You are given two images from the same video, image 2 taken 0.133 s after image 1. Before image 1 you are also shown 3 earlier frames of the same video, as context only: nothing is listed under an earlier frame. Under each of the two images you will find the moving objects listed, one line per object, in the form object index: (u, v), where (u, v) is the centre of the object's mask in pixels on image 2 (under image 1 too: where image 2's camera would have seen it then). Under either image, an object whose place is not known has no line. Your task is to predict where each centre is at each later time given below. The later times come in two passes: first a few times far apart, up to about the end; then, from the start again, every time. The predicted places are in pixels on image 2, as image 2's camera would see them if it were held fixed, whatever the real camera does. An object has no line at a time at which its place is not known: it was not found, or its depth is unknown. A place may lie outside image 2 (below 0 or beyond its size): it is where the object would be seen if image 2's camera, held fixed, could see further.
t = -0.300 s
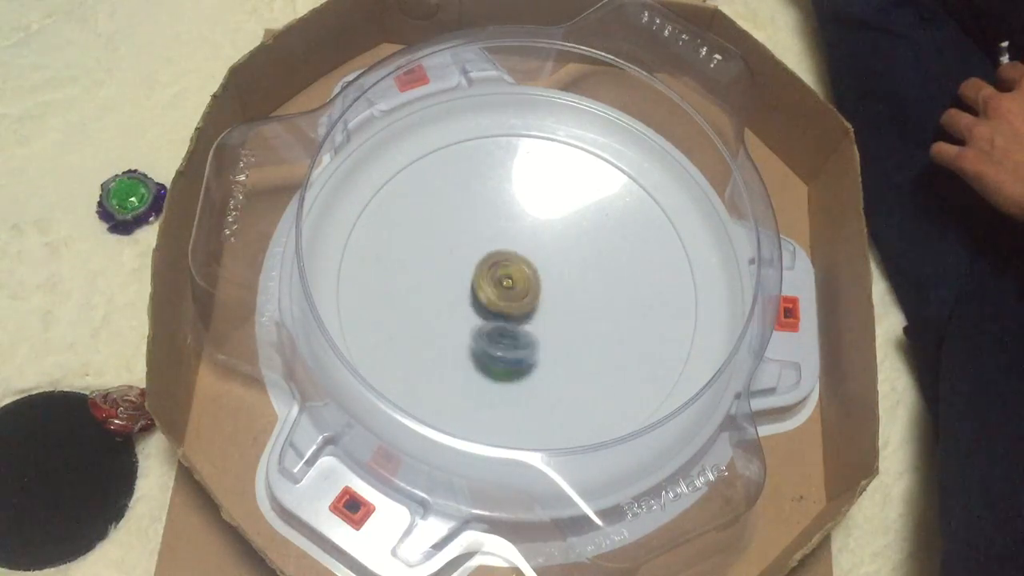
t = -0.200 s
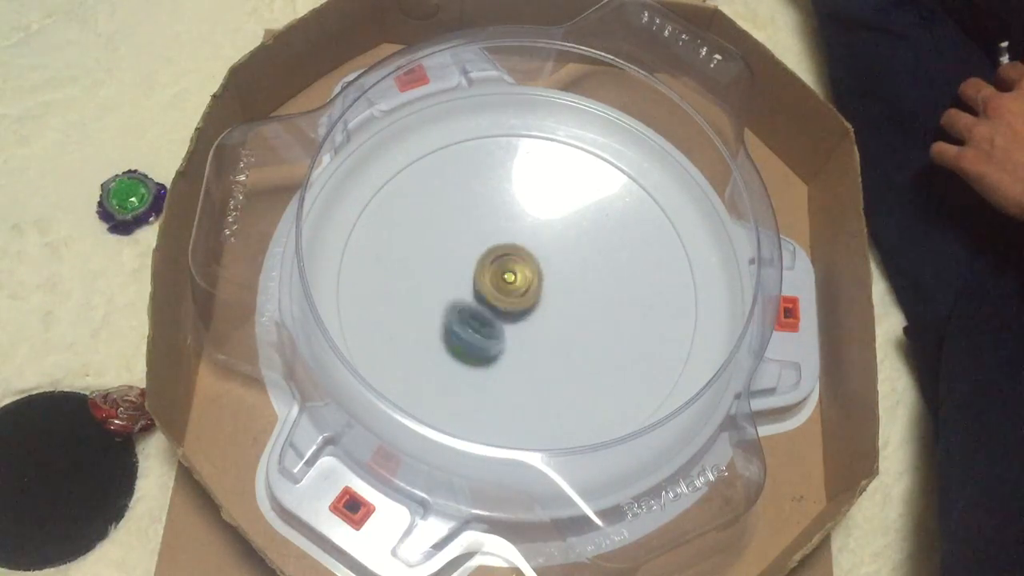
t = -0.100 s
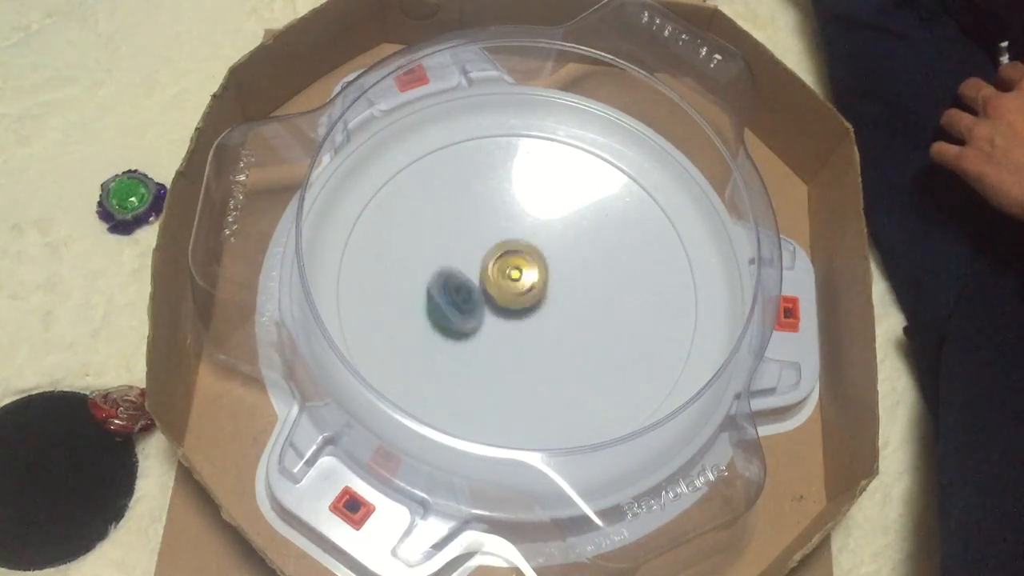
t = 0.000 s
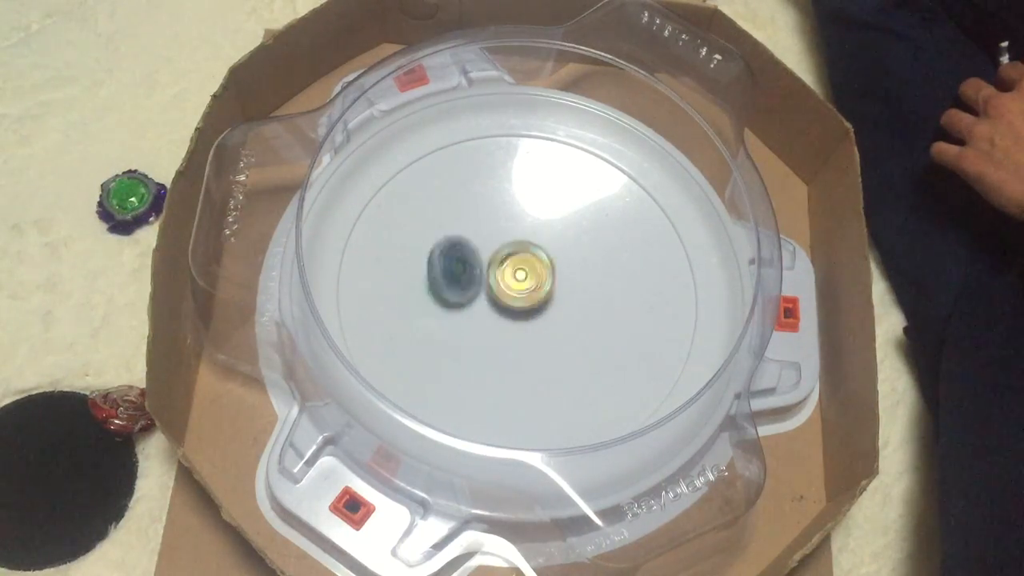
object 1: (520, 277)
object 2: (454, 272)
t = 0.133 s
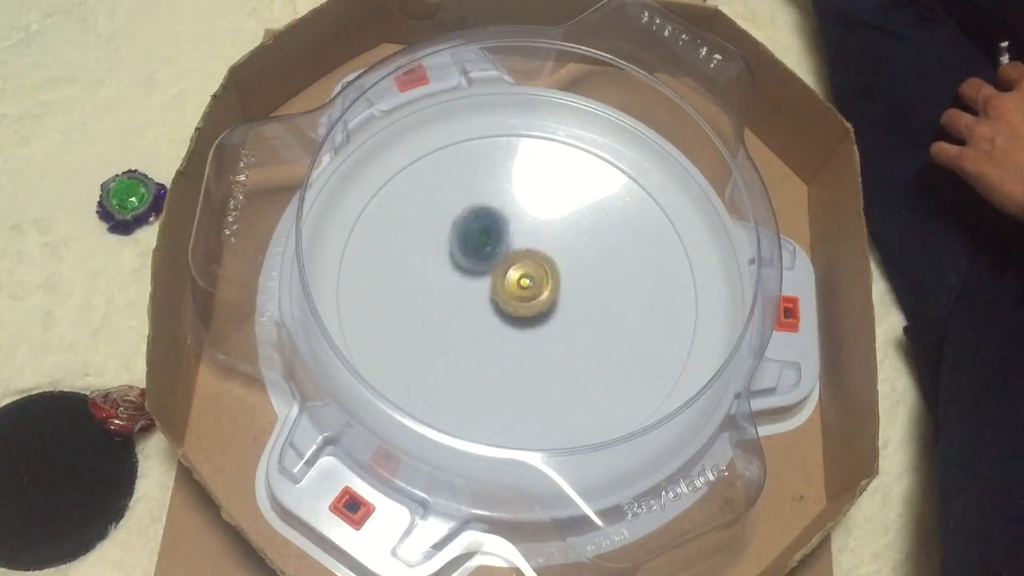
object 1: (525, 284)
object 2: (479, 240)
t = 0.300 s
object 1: (521, 295)
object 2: (531, 234)
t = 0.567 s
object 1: (506, 292)
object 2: (572, 302)
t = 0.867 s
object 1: (517, 282)
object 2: (500, 344)
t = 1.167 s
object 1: (524, 295)
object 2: (464, 273)
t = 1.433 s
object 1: (510, 298)
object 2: (529, 245)
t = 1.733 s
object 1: (501, 289)
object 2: (571, 312)
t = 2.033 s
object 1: (520, 276)
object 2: (485, 338)
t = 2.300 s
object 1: (534, 287)
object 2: (424, 279)
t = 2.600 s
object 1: (513, 302)
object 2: (517, 243)
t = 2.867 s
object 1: (517, 294)
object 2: (589, 229)
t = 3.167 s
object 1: (504, 300)
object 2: (563, 256)
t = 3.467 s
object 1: (467, 295)
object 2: (537, 283)
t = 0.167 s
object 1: (525, 286)
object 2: (488, 235)
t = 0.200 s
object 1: (525, 289)
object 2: (499, 232)
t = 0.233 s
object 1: (524, 291)
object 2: (509, 231)
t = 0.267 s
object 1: (523, 293)
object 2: (521, 231)
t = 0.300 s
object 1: (521, 295)
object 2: (531, 234)
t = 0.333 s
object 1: (519, 296)
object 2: (541, 238)
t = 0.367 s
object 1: (517, 296)
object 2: (552, 244)
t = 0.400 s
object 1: (515, 297)
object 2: (560, 252)
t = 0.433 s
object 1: (512, 296)
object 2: (566, 261)
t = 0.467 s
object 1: (511, 296)
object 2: (570, 270)
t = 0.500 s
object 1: (508, 295)
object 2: (573, 280)
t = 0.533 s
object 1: (507, 294)
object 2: (573, 290)
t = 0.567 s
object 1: (506, 292)
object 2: (572, 302)
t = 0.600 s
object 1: (506, 291)
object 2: (569, 311)
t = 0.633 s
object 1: (506, 288)
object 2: (564, 321)
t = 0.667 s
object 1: (506, 286)
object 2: (557, 329)
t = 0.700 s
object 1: (507, 285)
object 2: (550, 336)
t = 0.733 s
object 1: (509, 284)
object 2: (540, 341)
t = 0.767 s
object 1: (511, 283)
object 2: (531, 345)
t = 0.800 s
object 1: (512, 283)
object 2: (521, 347)
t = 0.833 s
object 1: (514, 283)
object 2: (511, 348)
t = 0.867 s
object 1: (517, 282)
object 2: (500, 344)
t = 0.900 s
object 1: (519, 283)
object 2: (491, 341)
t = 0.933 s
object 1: (521, 284)
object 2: (481, 335)
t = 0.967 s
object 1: (522, 284)
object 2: (473, 328)
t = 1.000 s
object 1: (524, 285)
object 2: (468, 321)
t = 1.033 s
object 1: (525, 288)
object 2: (463, 312)
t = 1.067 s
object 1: (525, 290)
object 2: (461, 302)
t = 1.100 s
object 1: (525, 291)
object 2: (460, 292)
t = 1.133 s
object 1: (525, 293)
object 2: (461, 283)
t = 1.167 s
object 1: (524, 295)
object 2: (464, 273)
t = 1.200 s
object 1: (523, 296)
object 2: (468, 265)
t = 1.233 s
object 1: (521, 297)
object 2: (474, 258)
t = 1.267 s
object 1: (520, 298)
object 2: (481, 252)
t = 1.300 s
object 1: (518, 298)
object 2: (490, 247)
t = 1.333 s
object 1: (517, 298)
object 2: (499, 243)
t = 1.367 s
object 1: (515, 298)
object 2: (509, 242)
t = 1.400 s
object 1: (513, 297)
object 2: (520, 242)
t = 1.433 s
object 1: (510, 298)
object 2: (529, 245)
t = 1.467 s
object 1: (508, 297)
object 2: (538, 248)
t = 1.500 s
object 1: (507, 296)
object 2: (548, 254)
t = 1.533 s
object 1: (506, 294)
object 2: (553, 261)
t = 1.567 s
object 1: (506, 294)
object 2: (558, 269)
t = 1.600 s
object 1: (501, 293)
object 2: (565, 278)
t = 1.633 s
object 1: (499, 291)
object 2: (572, 287)
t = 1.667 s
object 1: (499, 290)
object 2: (575, 296)
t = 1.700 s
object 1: (500, 289)
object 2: (574, 305)
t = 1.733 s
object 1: (501, 289)
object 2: (571, 312)
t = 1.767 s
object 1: (502, 288)
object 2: (565, 320)
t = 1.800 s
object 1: (503, 288)
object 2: (558, 325)
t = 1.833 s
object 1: (504, 285)
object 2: (550, 332)
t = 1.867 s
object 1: (506, 281)
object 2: (542, 338)
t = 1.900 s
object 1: (506, 277)
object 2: (533, 344)
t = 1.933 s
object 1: (509, 275)
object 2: (521, 345)
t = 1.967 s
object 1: (512, 276)
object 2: (511, 344)
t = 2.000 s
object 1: (514, 276)
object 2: (500, 342)
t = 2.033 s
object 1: (520, 276)
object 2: (485, 338)
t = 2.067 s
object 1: (524, 274)
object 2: (471, 333)
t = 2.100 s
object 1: (528, 276)
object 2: (458, 327)
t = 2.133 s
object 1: (530, 278)
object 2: (447, 319)
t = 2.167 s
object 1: (532, 278)
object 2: (437, 311)
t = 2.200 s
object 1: (533, 280)
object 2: (431, 302)
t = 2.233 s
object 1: (534, 283)
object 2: (426, 295)
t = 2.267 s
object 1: (534, 285)
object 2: (424, 286)
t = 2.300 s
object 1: (534, 287)
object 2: (424, 279)
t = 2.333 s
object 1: (533, 290)
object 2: (426, 271)
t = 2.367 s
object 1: (531, 292)
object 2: (431, 265)
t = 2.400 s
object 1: (529, 294)
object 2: (438, 259)
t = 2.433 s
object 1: (526, 296)
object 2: (445, 256)
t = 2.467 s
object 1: (523, 296)
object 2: (455, 255)
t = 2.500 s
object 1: (521, 297)
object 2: (467, 254)
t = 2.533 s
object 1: (518, 297)
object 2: (479, 252)
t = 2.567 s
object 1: (515, 300)
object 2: (496, 247)
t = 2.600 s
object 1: (513, 302)
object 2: (517, 243)
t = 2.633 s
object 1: (511, 301)
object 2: (533, 241)
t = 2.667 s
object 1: (511, 300)
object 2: (548, 238)
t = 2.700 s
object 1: (512, 299)
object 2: (562, 235)
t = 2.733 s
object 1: (513, 299)
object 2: (573, 232)
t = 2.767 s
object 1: (513, 298)
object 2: (581, 230)
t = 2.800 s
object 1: (513, 295)
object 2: (586, 229)
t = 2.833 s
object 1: (514, 294)
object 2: (589, 229)
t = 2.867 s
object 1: (517, 294)
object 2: (589, 229)
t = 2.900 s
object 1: (518, 295)
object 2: (588, 230)
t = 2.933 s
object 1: (519, 294)
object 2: (585, 232)
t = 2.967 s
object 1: (519, 295)
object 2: (581, 235)
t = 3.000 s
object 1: (520, 295)
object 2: (575, 238)
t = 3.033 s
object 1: (521, 294)
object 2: (569, 241)
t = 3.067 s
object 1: (520, 295)
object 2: (565, 245)
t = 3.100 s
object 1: (520, 295)
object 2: (561, 248)
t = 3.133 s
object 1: (516, 296)
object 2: (559, 251)
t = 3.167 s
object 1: (504, 300)
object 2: (563, 256)
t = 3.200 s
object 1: (495, 302)
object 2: (566, 262)
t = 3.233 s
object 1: (487, 304)
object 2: (566, 267)
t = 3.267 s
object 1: (480, 304)
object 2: (565, 271)
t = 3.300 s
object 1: (475, 304)
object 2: (563, 275)
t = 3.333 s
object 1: (470, 304)
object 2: (558, 278)
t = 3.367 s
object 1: (467, 302)
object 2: (554, 280)
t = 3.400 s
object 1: (465, 299)
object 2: (549, 282)
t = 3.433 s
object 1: (466, 296)
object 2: (543, 282)
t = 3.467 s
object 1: (467, 295)
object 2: (537, 283)
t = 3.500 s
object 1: (470, 293)
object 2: (531, 281)
